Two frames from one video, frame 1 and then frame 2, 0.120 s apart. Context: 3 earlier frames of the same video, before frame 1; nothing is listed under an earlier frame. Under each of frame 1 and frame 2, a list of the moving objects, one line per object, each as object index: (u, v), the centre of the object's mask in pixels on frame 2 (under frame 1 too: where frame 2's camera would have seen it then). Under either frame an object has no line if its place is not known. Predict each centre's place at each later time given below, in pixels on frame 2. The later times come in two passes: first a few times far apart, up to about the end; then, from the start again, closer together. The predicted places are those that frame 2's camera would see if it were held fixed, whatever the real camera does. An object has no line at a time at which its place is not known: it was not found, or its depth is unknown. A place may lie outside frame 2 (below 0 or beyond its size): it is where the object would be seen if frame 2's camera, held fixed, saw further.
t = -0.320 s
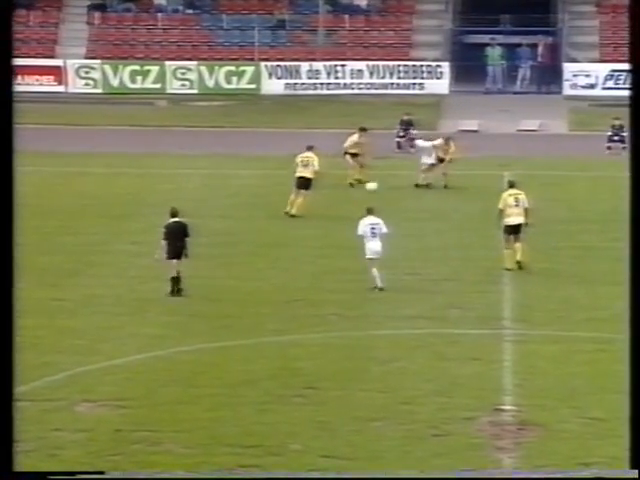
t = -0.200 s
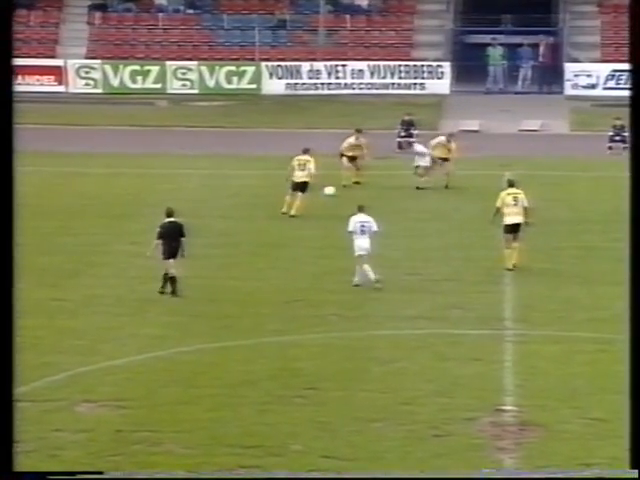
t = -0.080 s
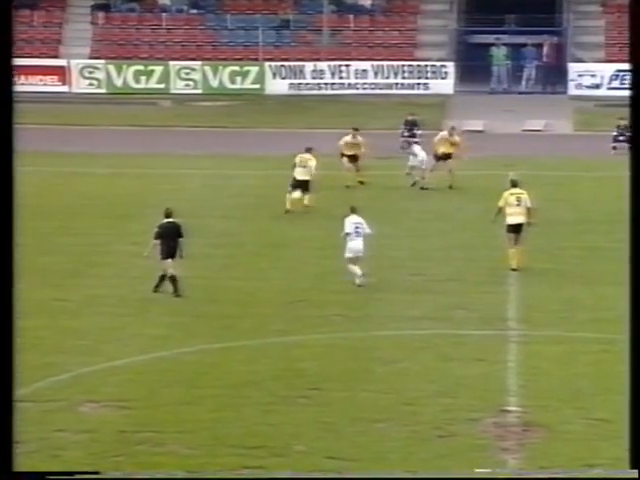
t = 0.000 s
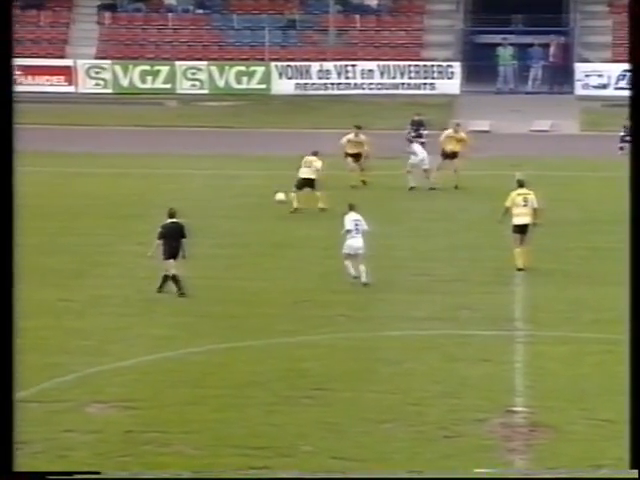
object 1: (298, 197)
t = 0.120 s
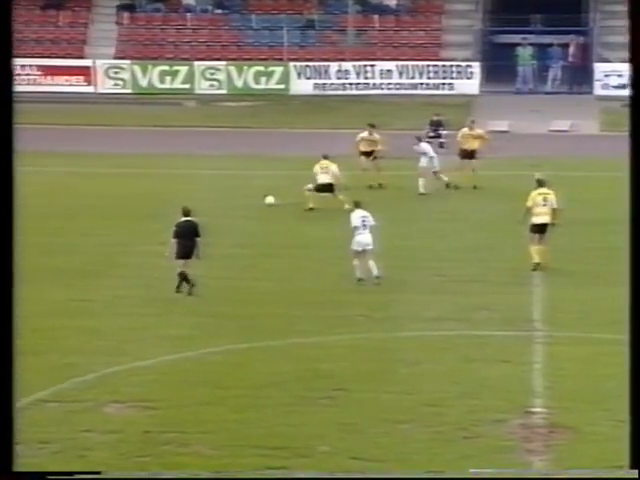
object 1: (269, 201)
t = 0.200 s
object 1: (251, 202)
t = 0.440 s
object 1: (198, 210)
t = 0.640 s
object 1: (157, 213)
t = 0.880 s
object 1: (108, 218)
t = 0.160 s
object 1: (260, 201)
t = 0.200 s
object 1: (251, 202)
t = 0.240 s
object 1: (238, 205)
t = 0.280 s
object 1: (227, 205)
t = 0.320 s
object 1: (219, 206)
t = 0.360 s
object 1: (211, 208)
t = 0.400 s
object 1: (206, 209)
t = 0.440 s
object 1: (198, 210)
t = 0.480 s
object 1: (192, 209)
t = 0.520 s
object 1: (184, 209)
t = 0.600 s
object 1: (164, 211)
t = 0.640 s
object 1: (157, 213)
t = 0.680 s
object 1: (148, 215)
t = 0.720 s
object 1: (140, 213)
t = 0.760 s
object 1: (132, 214)
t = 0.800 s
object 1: (124, 215)
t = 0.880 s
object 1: (108, 218)
